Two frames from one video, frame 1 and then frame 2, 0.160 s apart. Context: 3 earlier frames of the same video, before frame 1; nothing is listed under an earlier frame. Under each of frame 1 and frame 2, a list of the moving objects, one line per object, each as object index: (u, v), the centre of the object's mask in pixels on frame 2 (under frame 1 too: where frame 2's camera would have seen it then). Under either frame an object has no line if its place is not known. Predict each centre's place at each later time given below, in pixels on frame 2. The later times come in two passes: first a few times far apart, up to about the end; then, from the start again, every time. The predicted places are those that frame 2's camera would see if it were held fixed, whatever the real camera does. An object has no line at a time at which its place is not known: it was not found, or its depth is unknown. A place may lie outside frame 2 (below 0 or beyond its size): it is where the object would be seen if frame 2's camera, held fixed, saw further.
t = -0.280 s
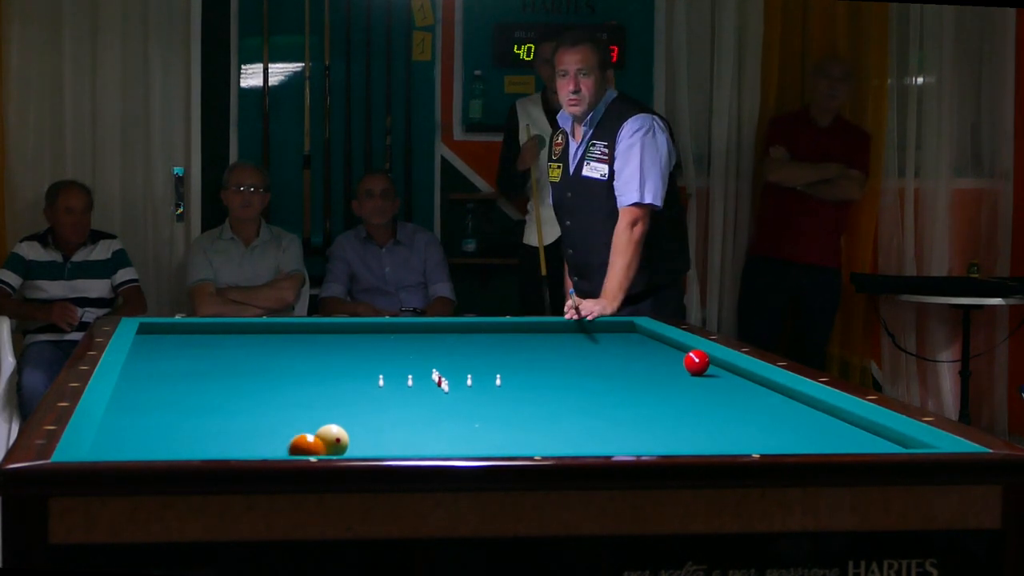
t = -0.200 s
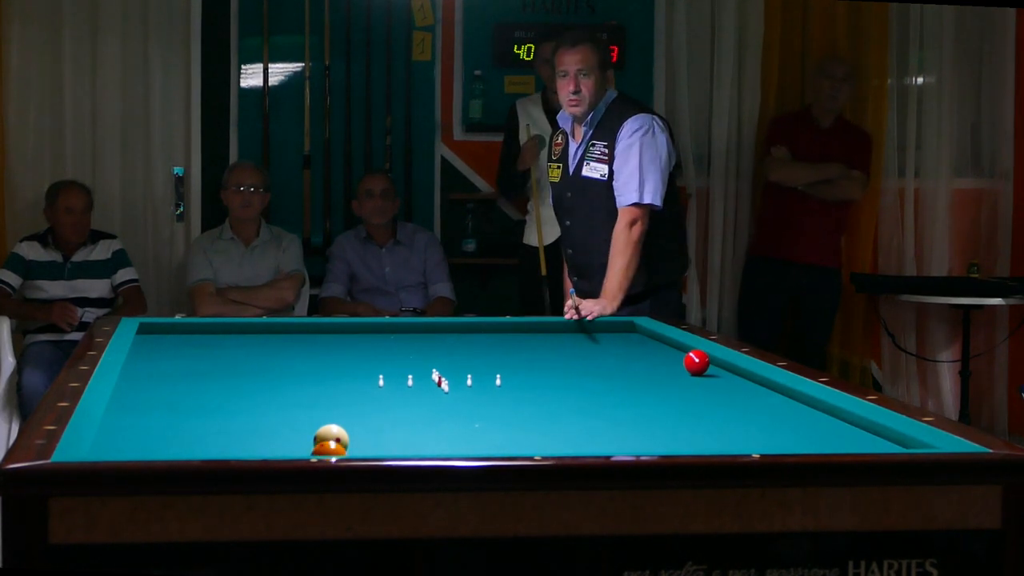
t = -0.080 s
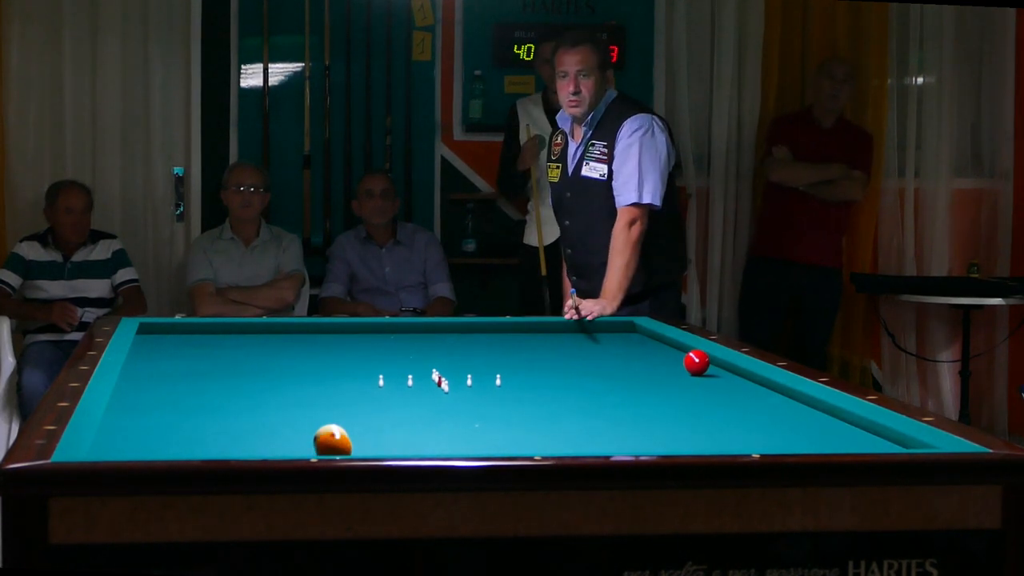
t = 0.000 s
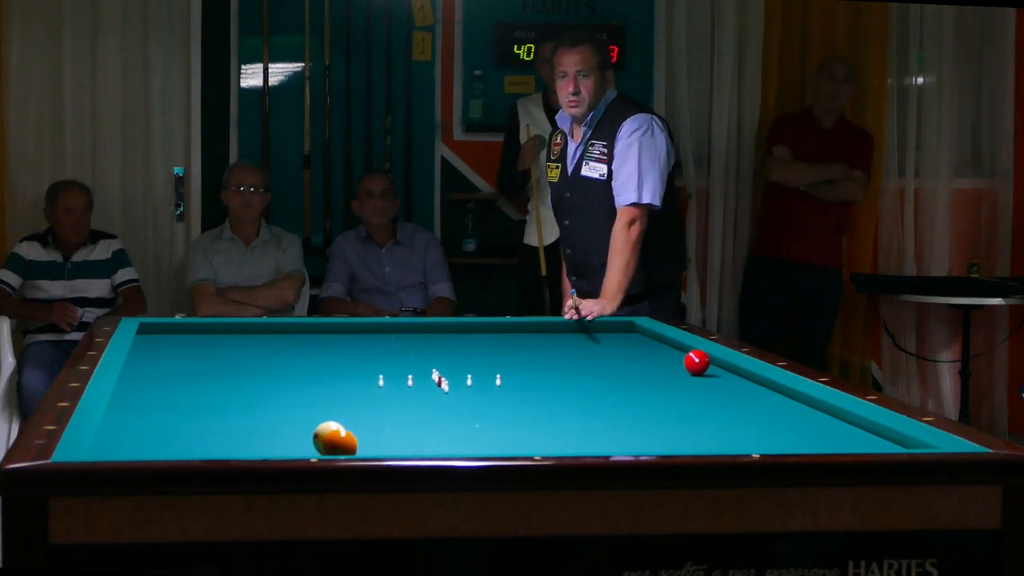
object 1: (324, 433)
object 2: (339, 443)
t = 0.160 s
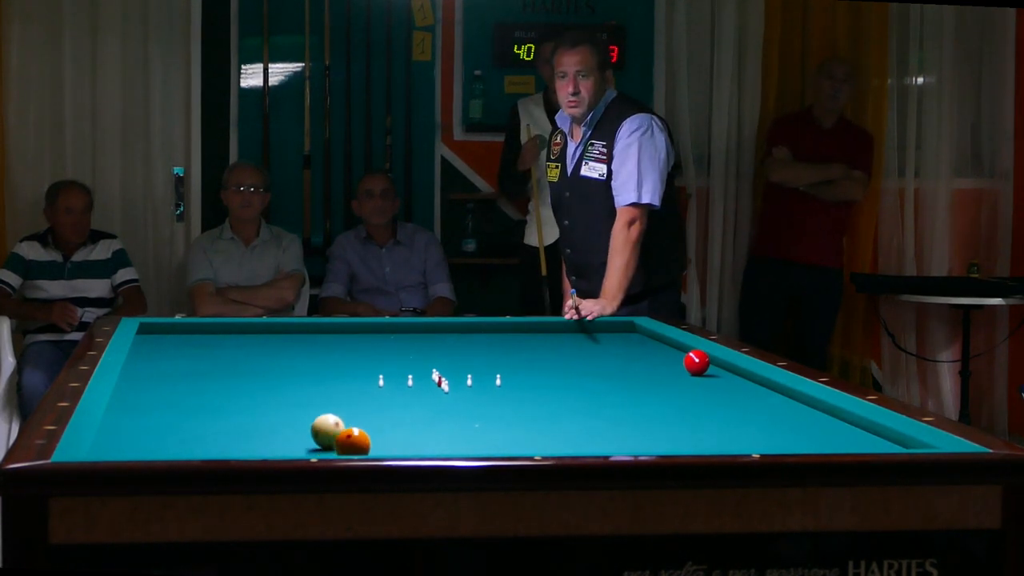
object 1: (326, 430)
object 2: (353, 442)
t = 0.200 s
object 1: (327, 429)
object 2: (356, 442)
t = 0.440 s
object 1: (325, 420)
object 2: (374, 441)
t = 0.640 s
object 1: (323, 413)
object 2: (388, 440)
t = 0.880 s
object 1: (321, 405)
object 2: (404, 440)
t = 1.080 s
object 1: (319, 398)
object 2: (416, 439)
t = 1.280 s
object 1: (318, 392)
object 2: (427, 439)
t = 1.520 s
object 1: (316, 386)
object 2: (440, 438)
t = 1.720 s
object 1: (316, 381)
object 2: (449, 437)
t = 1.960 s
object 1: (315, 375)
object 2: (459, 437)
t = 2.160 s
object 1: (314, 371)
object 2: (466, 437)
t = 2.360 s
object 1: (313, 366)
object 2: (472, 436)
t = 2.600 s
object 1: (311, 362)
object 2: (479, 436)
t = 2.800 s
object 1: (310, 358)
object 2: (483, 435)
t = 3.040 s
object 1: (309, 353)
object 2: (488, 435)
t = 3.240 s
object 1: (309, 351)
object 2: (491, 435)
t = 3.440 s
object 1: (309, 347)
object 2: (493, 435)
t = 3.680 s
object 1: (308, 344)
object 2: (494, 435)
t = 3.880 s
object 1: (308, 341)
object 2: (495, 435)
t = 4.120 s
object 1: (308, 338)
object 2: (495, 435)
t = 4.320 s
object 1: (307, 335)
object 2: (495, 435)
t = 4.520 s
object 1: (307, 333)
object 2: (495, 435)
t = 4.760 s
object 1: (307, 330)
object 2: (495, 435)
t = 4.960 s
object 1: (307, 328)
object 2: (495, 435)
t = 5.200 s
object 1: (306, 325)
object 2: (495, 435)
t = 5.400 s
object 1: (306, 324)
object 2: (495, 435)
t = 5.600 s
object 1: (307, 325)
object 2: (495, 435)
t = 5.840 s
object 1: (309, 326)
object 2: (495, 435)
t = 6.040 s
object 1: (310, 327)
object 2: (495, 435)
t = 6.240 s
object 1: (311, 328)
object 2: (495, 435)
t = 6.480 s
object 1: (312, 329)
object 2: (495, 435)
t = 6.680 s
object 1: (312, 330)
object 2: (495, 435)
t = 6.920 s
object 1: (312, 331)
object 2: (495, 435)
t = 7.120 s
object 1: (313, 332)
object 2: (495, 435)
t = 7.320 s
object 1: (314, 332)
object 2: (495, 435)
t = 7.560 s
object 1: (314, 333)
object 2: (495, 435)
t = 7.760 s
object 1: (315, 334)
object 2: (495, 435)
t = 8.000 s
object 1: (316, 334)
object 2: (495, 435)
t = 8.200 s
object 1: (316, 335)
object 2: (495, 435)
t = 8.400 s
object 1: (316, 335)
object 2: (495, 435)
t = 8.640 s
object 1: (316, 335)
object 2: (495, 435)
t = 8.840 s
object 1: (316, 336)
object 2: (495, 435)
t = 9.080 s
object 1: (316, 336)
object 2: (495, 435)
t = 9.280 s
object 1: (315, 336)
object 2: (495, 435)
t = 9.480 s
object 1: (315, 336)
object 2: (495, 435)
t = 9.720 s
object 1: (315, 336)
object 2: (495, 435)
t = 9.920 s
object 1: (315, 336)
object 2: (495, 435)
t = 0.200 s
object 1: (327, 429)
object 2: (356, 442)
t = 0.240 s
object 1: (327, 428)
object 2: (359, 442)
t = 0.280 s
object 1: (326, 426)
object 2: (362, 442)
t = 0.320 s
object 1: (326, 425)
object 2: (365, 442)
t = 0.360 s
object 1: (326, 423)
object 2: (368, 441)
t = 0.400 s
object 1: (325, 421)
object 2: (371, 441)
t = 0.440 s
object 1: (325, 420)
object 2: (374, 441)
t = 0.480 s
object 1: (325, 418)
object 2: (377, 441)
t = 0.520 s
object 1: (324, 417)
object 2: (380, 441)
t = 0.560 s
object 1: (324, 415)
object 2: (383, 441)
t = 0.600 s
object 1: (323, 414)
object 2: (385, 441)
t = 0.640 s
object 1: (323, 413)
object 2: (388, 440)
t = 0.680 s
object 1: (323, 411)
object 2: (391, 440)
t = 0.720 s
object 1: (322, 410)
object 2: (393, 440)
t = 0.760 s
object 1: (322, 408)
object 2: (396, 440)
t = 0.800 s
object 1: (322, 407)
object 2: (399, 440)
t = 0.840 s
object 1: (321, 406)
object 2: (401, 440)
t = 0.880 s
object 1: (321, 405)
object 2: (404, 440)
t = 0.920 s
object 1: (321, 403)
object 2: (406, 439)
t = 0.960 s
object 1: (320, 402)
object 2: (409, 439)
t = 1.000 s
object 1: (320, 401)
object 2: (412, 439)
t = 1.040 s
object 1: (320, 399)
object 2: (414, 439)
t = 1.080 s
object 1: (319, 398)
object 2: (416, 439)
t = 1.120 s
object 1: (319, 397)
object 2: (418, 439)
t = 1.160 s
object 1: (319, 396)
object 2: (421, 439)
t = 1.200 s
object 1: (318, 395)
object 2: (423, 439)
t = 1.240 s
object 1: (318, 394)
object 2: (425, 439)
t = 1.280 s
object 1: (318, 392)
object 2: (427, 439)
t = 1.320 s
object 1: (318, 391)
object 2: (429, 439)
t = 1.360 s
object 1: (317, 390)
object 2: (432, 438)
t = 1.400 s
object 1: (317, 389)
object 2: (434, 438)
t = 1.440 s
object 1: (317, 388)
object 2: (436, 438)
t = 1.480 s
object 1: (317, 387)
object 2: (438, 438)
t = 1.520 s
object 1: (316, 386)
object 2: (440, 438)
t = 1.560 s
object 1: (316, 385)
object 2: (441, 438)
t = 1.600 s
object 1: (316, 384)
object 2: (443, 438)
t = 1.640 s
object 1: (316, 383)
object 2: (445, 438)
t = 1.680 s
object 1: (316, 382)
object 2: (447, 438)
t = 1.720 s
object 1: (316, 381)
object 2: (449, 437)
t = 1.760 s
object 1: (315, 380)
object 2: (451, 437)
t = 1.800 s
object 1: (315, 379)
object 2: (452, 437)
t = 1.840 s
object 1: (315, 378)
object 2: (454, 437)
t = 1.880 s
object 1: (315, 377)
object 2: (455, 437)
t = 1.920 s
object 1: (315, 376)
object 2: (457, 437)
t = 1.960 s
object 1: (315, 375)
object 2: (459, 437)
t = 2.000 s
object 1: (314, 374)
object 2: (460, 437)
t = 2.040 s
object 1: (314, 373)
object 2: (462, 437)
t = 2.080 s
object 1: (314, 372)
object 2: (463, 437)
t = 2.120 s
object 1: (314, 371)
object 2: (464, 437)
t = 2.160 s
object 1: (314, 371)
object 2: (466, 437)
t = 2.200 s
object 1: (313, 370)
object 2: (467, 436)
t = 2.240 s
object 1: (313, 369)
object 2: (469, 436)
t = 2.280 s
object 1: (313, 368)
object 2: (470, 436)
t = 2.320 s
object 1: (313, 367)
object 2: (471, 436)
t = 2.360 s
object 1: (313, 366)
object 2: (472, 436)
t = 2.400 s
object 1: (313, 365)
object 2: (474, 436)
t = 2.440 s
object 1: (312, 365)
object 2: (475, 436)
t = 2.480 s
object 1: (312, 364)
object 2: (476, 436)
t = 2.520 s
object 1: (312, 363)
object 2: (477, 436)
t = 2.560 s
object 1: (312, 362)
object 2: (478, 436)
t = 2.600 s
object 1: (311, 362)
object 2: (479, 436)
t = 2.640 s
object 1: (311, 361)
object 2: (480, 436)
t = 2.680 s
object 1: (311, 360)
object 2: (481, 436)
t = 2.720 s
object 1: (311, 359)
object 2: (482, 436)
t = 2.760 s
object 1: (310, 358)
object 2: (482, 436)
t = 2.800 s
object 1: (310, 358)
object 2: (483, 435)
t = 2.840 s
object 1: (310, 357)
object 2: (484, 436)
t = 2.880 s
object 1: (310, 356)
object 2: (485, 436)
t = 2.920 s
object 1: (310, 356)
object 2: (486, 435)
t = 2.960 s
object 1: (310, 355)
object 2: (487, 435)
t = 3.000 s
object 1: (309, 354)
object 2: (487, 435)
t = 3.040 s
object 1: (309, 353)
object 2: (488, 435)
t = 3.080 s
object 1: (309, 353)
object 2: (488, 435)
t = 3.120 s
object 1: (309, 352)
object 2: (489, 435)
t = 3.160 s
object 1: (309, 352)
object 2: (490, 435)
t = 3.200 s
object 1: (309, 351)
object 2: (490, 435)
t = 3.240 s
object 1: (309, 351)
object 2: (491, 435)
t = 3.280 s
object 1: (309, 350)
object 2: (491, 435)
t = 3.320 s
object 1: (309, 349)
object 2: (492, 435)
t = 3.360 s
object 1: (309, 349)
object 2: (492, 435)
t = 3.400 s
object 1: (309, 348)
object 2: (492, 435)
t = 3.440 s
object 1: (309, 347)
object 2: (493, 435)
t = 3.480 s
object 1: (309, 347)
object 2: (493, 435)
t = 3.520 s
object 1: (308, 346)
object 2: (493, 435)
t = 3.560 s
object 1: (308, 346)
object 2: (494, 435)
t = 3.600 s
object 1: (308, 345)
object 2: (494, 435)
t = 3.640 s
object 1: (308, 345)
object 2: (494, 435)
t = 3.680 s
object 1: (308, 344)
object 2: (494, 435)
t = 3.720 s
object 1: (308, 343)
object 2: (494, 435)
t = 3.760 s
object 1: (308, 343)
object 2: (495, 435)
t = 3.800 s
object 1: (308, 342)
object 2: (495, 435)
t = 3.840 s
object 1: (308, 342)
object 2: (495, 435)
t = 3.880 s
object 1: (308, 341)
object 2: (495, 435)
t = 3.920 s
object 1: (308, 341)
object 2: (495, 435)
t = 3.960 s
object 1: (308, 340)
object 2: (495, 435)
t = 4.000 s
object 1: (308, 339)
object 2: (495, 435)
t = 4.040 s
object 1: (308, 339)
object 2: (495, 435)
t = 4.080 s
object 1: (308, 338)
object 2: (495, 435)
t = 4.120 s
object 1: (308, 338)
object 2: (495, 435)
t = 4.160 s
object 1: (308, 337)
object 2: (495, 435)
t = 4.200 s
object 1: (308, 337)
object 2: (495, 435)
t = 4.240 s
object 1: (308, 337)
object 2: (495, 435)
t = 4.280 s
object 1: (307, 336)
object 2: (495, 435)
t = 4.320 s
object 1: (307, 335)
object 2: (495, 435)
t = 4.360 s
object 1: (307, 335)
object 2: (495, 435)
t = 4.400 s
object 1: (307, 334)
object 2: (495, 435)
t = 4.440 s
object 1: (307, 334)
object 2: (495, 435)
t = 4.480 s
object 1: (307, 334)
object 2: (495, 434)
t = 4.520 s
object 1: (307, 333)
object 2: (495, 435)
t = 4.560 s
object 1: (307, 333)
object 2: (495, 435)
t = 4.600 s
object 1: (307, 332)
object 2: (495, 435)
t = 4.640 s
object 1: (307, 332)
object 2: (495, 434)
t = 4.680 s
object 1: (307, 331)
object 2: (495, 435)
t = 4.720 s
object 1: (307, 331)
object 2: (495, 435)
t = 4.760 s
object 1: (307, 330)
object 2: (495, 435)
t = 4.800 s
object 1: (307, 330)
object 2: (495, 435)
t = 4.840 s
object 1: (307, 329)
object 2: (495, 434)
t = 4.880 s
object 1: (307, 329)
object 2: (495, 435)
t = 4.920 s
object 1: (307, 329)
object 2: (495, 434)
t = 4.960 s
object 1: (307, 328)
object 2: (495, 435)
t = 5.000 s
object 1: (307, 328)
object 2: (495, 435)
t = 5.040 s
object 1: (307, 327)
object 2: (495, 435)
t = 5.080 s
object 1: (307, 327)
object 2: (495, 435)
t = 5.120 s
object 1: (306, 326)
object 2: (495, 435)
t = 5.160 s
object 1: (306, 326)
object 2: (495, 435)
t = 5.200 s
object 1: (306, 325)
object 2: (495, 435)
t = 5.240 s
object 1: (306, 325)
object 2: (495, 435)
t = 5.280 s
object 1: (306, 325)
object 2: (495, 435)
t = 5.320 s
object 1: (306, 324)
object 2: (495, 435)
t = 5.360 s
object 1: (306, 324)
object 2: (495, 435)
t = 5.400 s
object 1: (306, 324)
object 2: (495, 435)
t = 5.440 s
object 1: (306, 324)
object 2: (495, 435)
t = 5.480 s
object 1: (306, 324)
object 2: (495, 435)
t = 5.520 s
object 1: (307, 325)
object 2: (495, 435)
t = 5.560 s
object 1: (307, 325)
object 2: (495, 435)
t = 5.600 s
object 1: (307, 325)
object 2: (495, 435)
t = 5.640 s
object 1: (307, 325)
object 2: (495, 435)
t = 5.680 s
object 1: (308, 325)
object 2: (495, 435)
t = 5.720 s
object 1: (308, 325)
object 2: (495, 435)
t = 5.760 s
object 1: (308, 326)
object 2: (495, 435)
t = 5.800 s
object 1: (308, 326)
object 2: (495, 435)
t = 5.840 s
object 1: (309, 326)
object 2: (495, 435)
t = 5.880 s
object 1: (309, 326)
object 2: (495, 435)
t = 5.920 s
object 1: (309, 327)
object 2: (495, 435)
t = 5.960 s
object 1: (310, 327)
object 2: (495, 435)
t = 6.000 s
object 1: (310, 327)
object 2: (495, 435)
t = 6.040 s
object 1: (310, 327)
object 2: (495, 435)
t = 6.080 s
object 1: (310, 327)
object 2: (495, 435)
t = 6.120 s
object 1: (310, 327)
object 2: (495, 435)
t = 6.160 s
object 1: (311, 328)
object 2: (495, 435)
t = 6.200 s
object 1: (311, 328)
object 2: (495, 435)
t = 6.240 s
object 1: (311, 328)
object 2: (495, 435)
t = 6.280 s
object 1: (311, 328)
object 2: (495, 435)
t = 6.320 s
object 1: (311, 328)
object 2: (495, 435)
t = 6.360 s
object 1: (311, 328)
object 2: (495, 435)
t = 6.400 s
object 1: (311, 329)
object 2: (495, 435)
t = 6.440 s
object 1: (311, 329)
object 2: (495, 435)
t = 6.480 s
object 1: (312, 329)
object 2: (495, 435)
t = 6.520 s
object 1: (312, 329)
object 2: (495, 435)
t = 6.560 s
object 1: (312, 329)
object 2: (495, 435)
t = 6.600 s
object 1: (312, 329)
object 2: (495, 435)
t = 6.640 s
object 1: (312, 330)
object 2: (495, 435)
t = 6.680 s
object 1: (312, 330)
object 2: (495, 435)
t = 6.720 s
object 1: (312, 330)
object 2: (495, 435)
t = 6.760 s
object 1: (312, 330)
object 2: (495, 435)
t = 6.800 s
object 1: (312, 331)
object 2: (495, 435)
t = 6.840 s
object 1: (312, 331)
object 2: (495, 435)
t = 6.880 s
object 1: (312, 331)
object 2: (495, 435)
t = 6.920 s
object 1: (312, 331)
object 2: (495, 435)
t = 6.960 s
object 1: (313, 331)
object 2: (495, 435)
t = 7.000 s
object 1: (313, 331)
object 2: (495, 435)
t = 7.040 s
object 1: (313, 331)
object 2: (495, 435)
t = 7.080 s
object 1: (313, 331)
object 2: (495, 435)
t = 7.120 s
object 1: (313, 332)
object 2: (495, 435)
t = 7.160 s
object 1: (313, 332)
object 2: (495, 435)
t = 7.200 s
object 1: (313, 332)
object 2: (495, 435)
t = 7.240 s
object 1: (313, 332)
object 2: (495, 435)
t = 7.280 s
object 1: (313, 332)
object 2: (495, 435)
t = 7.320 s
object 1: (314, 332)
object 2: (495, 435)
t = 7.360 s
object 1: (314, 332)
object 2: (495, 435)
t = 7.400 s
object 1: (314, 333)
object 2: (495, 435)
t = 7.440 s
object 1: (314, 333)
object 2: (495, 435)
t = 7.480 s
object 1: (314, 333)
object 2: (495, 435)
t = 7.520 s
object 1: (314, 333)
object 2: (495, 435)
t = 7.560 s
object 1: (314, 333)
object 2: (495, 435)
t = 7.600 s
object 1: (315, 333)
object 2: (495, 435)
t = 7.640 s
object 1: (315, 333)
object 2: (495, 435)
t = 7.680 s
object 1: (315, 334)
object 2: (495, 435)
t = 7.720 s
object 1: (315, 334)
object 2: (495, 435)
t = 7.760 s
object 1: (315, 334)
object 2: (495, 435)
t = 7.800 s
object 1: (315, 334)
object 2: (495, 435)
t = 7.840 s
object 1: (315, 334)
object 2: (495, 435)
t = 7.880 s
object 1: (315, 334)
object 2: (495, 435)
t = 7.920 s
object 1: (316, 334)
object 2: (495, 435)
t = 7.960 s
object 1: (316, 334)
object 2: (495, 435)
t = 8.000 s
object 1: (316, 334)
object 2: (495, 435)
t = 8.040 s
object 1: (316, 334)
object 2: (495, 435)
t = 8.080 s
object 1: (316, 334)
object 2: (495, 435)
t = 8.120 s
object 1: (316, 335)
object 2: (495, 435)
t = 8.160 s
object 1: (316, 335)
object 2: (495, 435)
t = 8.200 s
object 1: (316, 335)
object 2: (495, 435)
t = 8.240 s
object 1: (316, 335)
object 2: (495, 435)
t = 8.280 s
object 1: (316, 335)
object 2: (495, 435)
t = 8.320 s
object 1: (316, 335)
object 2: (495, 435)
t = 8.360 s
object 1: (316, 335)
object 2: (495, 435)
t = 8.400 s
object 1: (316, 335)
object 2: (495, 435)
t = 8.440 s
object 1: (316, 335)
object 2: (495, 435)
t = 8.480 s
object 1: (316, 335)
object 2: (495, 435)
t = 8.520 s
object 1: (316, 336)
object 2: (495, 435)
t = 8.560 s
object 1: (316, 335)
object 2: (495, 435)
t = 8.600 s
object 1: (316, 335)
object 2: (495, 435)
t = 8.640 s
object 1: (316, 335)
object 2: (495, 435)
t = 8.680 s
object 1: (316, 336)
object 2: (495, 435)
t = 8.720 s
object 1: (316, 336)
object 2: (495, 435)
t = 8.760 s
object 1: (316, 336)
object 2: (495, 435)
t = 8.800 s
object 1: (316, 336)
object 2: (495, 435)
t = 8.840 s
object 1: (316, 336)
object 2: (495, 435)
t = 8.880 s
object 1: (316, 336)
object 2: (495, 435)
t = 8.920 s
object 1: (316, 336)
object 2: (495, 435)
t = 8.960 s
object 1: (316, 336)
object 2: (495, 435)
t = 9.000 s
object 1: (316, 336)
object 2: (495, 435)
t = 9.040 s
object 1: (316, 336)
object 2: (495, 435)
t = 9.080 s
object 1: (316, 336)
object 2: (495, 435)
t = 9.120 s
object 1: (315, 336)
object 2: (495, 435)
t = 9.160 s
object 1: (315, 336)
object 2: (495, 435)
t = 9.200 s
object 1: (315, 336)
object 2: (495, 435)
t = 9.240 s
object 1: (315, 336)
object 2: (495, 435)
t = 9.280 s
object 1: (315, 336)
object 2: (495, 435)
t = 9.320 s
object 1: (315, 336)
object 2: (495, 435)
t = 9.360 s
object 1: (315, 336)
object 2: (495, 435)
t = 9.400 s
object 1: (315, 336)
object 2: (495, 435)
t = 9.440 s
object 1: (315, 336)
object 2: (495, 435)
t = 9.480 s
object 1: (315, 336)
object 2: (495, 435)
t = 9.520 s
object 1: (315, 336)
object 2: (495, 435)
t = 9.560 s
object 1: (315, 336)
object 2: (495, 435)
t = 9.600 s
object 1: (315, 336)
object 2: (495, 435)
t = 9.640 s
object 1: (315, 336)
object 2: (495, 435)
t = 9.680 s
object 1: (315, 336)
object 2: (495, 435)
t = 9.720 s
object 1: (315, 336)
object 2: (495, 435)
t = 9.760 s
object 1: (315, 336)
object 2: (495, 435)
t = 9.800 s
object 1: (315, 336)
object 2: (495, 435)
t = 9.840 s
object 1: (315, 336)
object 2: (495, 435)
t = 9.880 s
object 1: (315, 336)
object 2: (495, 435)
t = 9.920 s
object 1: (315, 336)
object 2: (495, 435)
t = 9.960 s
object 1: (315, 336)
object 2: (495, 435)
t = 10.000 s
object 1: (315, 336)
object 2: (495, 435)
